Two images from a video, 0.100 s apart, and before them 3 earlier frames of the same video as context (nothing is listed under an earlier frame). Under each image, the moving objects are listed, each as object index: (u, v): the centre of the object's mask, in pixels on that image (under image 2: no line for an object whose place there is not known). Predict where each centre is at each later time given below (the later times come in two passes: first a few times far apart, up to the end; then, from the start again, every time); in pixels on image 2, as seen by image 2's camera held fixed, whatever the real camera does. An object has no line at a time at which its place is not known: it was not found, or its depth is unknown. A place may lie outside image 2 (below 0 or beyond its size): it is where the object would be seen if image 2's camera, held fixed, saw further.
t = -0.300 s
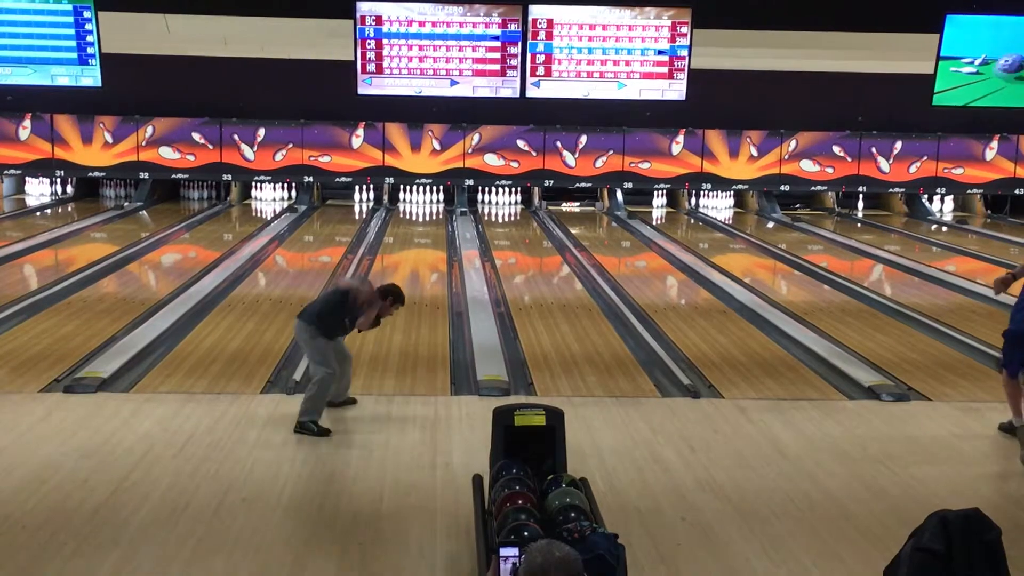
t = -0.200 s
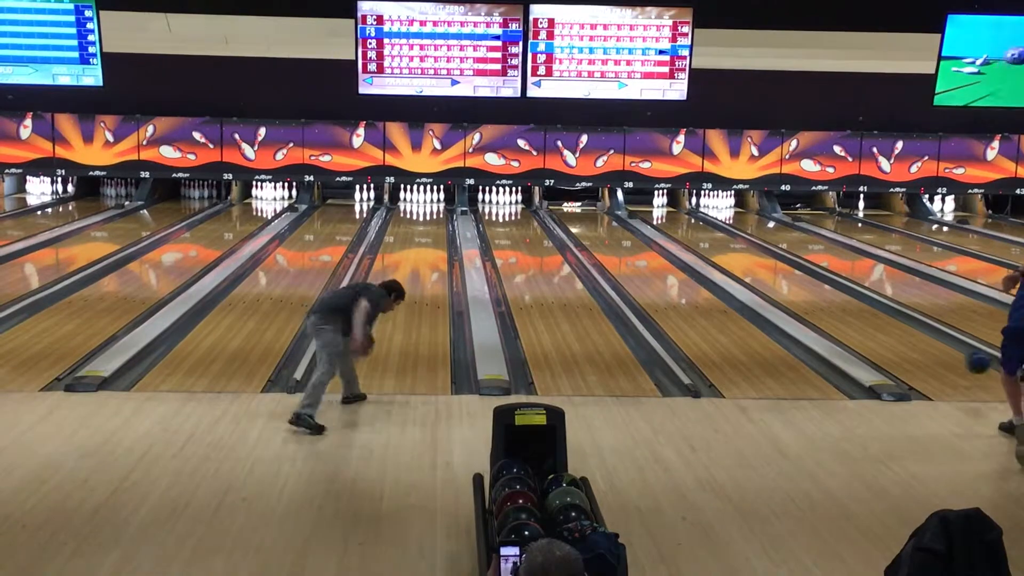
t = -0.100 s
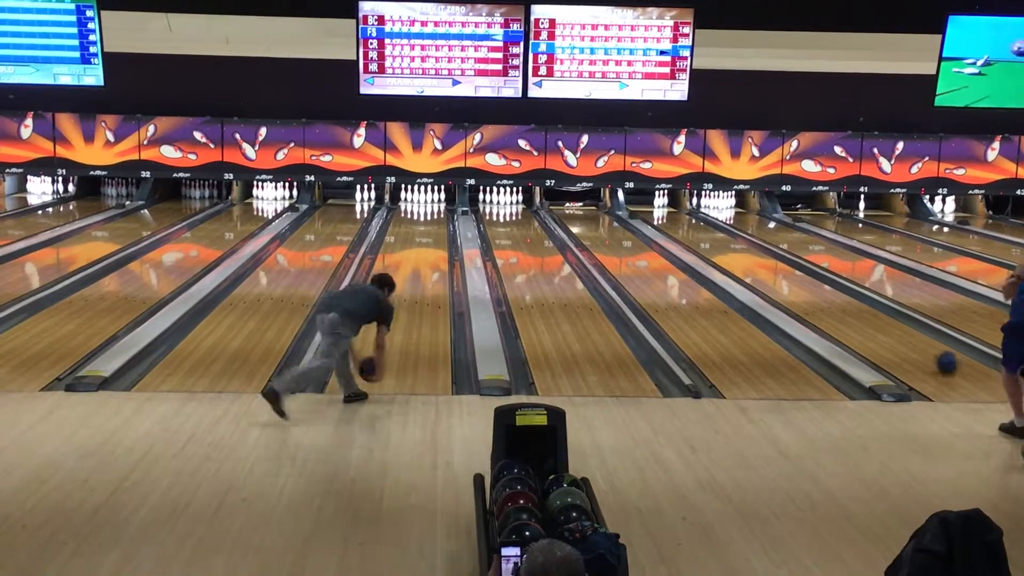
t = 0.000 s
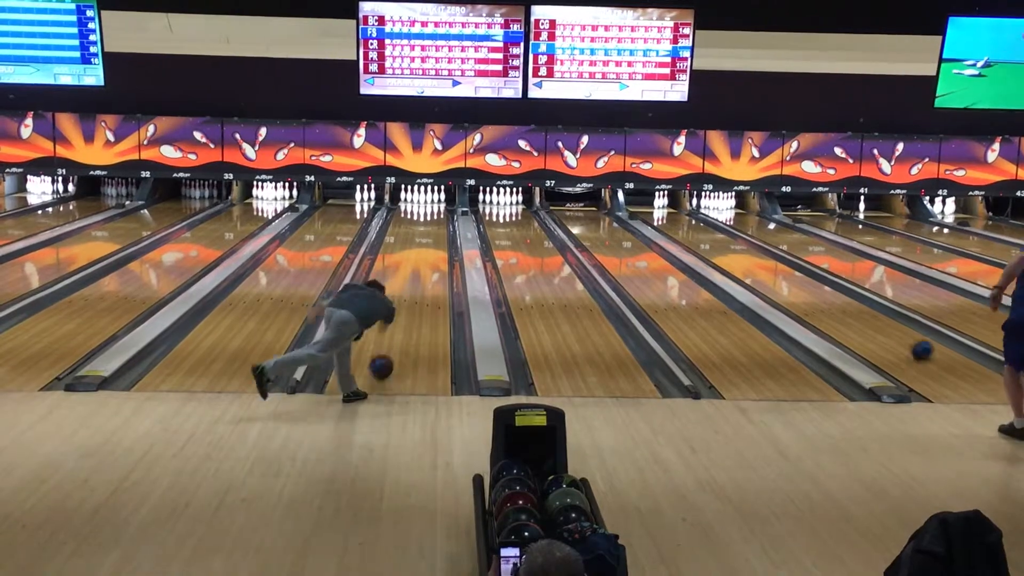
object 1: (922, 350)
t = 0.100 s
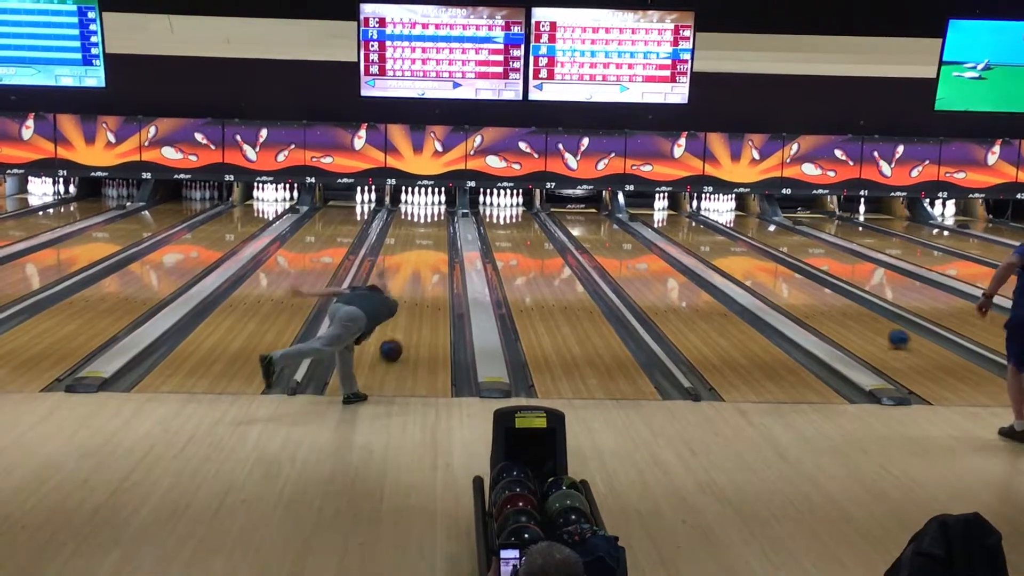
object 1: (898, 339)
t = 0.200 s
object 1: (878, 327)
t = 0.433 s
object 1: (837, 304)
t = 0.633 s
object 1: (807, 287)
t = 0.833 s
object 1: (784, 273)
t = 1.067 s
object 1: (759, 259)
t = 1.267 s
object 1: (741, 249)
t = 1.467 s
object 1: (725, 241)
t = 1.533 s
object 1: (720, 238)
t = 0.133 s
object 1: (891, 334)
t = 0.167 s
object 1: (884, 331)
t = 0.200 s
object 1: (878, 327)
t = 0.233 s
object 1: (872, 323)
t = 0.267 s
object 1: (866, 320)
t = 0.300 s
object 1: (860, 316)
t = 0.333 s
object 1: (854, 313)
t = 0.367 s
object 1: (847, 309)
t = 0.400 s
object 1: (842, 307)
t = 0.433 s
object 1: (837, 304)
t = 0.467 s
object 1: (832, 301)
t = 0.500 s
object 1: (828, 298)
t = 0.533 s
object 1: (822, 294)
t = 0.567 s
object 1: (817, 292)
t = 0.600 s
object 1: (813, 289)
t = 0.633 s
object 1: (807, 287)
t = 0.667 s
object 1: (804, 284)
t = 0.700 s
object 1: (800, 282)
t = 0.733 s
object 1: (795, 280)
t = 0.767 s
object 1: (792, 277)
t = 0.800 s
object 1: (788, 275)
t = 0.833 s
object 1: (784, 273)
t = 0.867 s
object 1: (779, 271)
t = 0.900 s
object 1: (776, 269)
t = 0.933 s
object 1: (773, 267)
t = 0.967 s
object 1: (769, 265)
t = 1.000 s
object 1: (765, 263)
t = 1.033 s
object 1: (762, 261)
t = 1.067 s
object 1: (759, 259)
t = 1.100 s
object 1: (756, 258)
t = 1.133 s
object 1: (752, 256)
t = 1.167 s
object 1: (750, 254)
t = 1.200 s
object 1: (746, 253)
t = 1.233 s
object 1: (744, 251)
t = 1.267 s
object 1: (741, 249)
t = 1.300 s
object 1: (738, 248)
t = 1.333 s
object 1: (736, 246)
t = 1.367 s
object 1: (732, 245)
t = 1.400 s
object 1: (730, 243)
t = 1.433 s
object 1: (727, 243)
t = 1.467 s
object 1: (725, 241)
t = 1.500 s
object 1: (722, 240)
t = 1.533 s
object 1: (720, 238)
